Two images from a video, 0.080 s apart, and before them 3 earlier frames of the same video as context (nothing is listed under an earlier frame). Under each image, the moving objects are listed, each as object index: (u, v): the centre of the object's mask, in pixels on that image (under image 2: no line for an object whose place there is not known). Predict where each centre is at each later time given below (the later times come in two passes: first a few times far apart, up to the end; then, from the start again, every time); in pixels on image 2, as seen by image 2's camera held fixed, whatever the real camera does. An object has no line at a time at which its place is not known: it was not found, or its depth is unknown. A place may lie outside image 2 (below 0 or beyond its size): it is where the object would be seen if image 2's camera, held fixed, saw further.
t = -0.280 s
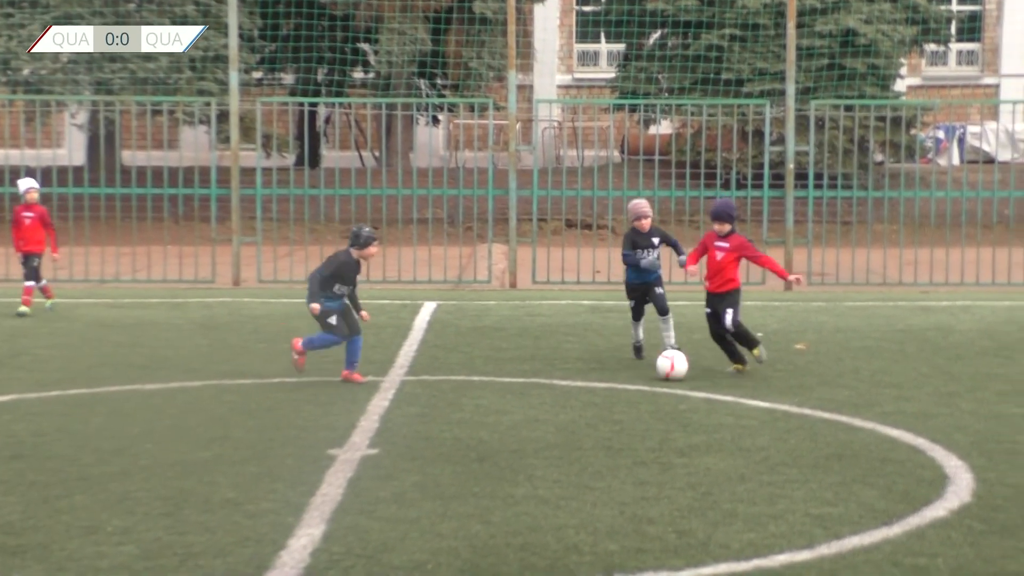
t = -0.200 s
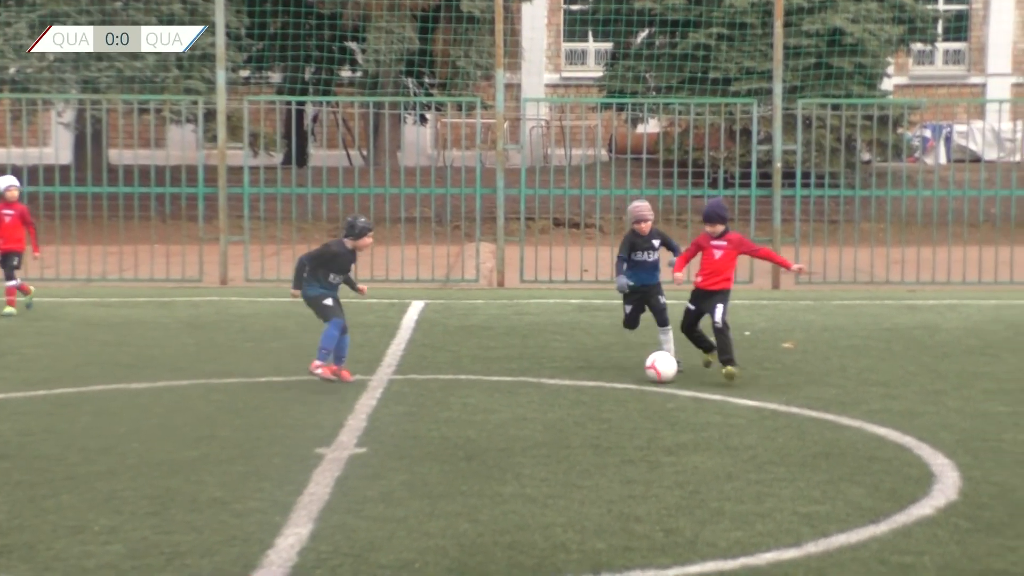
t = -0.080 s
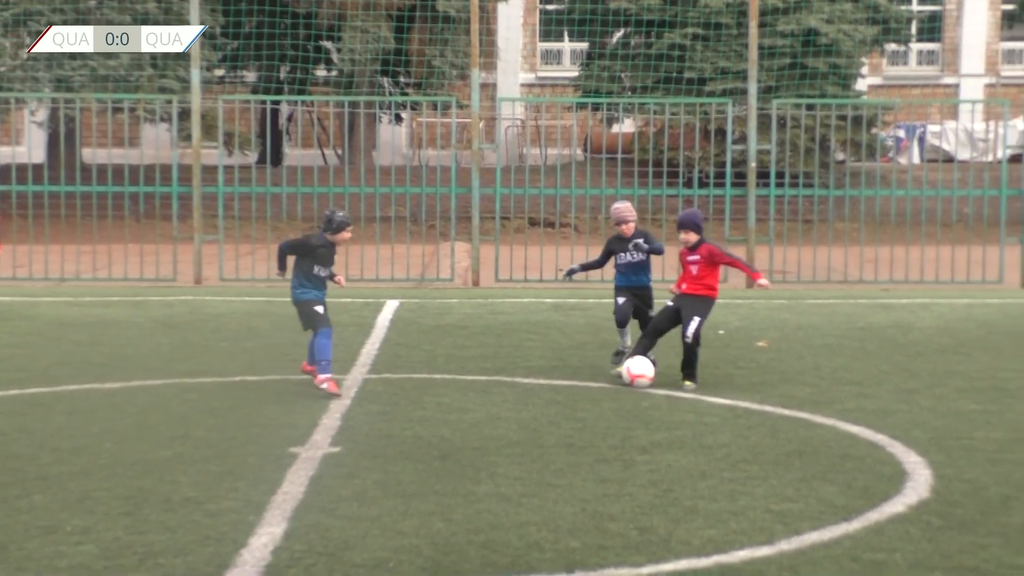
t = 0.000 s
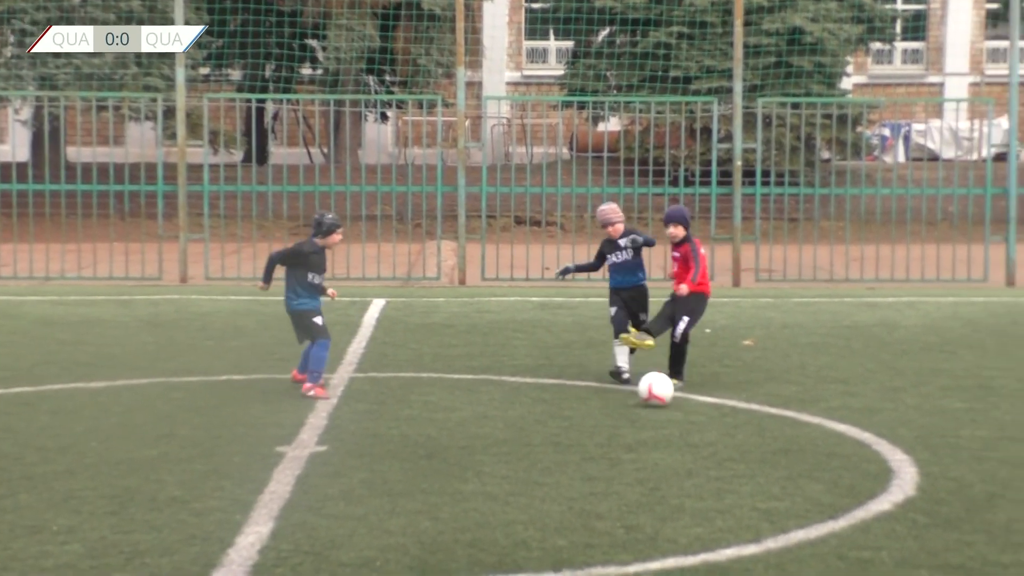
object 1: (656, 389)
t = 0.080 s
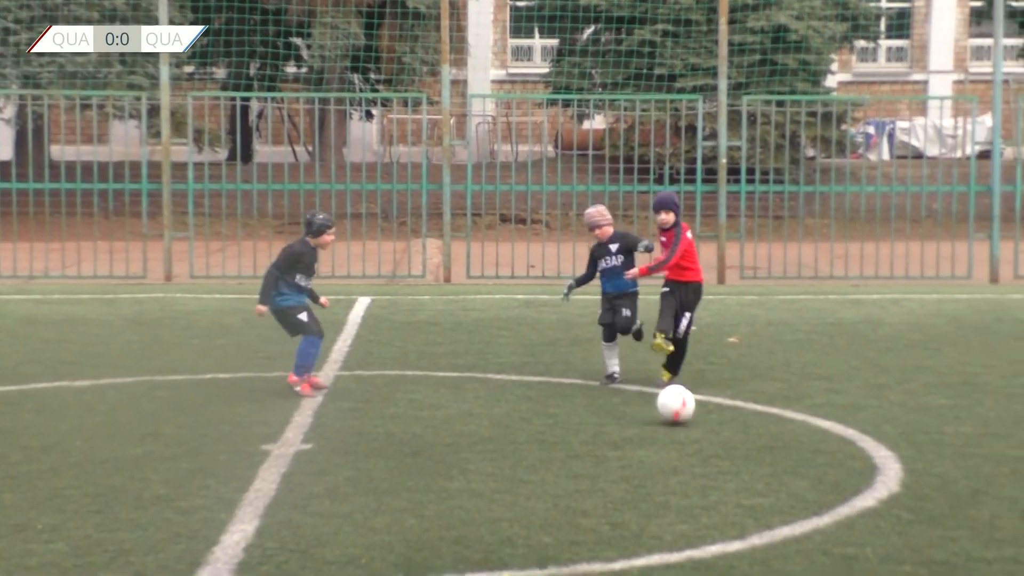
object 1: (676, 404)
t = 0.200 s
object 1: (736, 432)
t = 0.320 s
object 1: (806, 469)
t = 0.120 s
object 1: (695, 416)
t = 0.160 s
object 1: (714, 422)
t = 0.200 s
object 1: (736, 432)
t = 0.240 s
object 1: (758, 447)
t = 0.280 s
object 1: (782, 458)
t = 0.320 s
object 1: (806, 469)
